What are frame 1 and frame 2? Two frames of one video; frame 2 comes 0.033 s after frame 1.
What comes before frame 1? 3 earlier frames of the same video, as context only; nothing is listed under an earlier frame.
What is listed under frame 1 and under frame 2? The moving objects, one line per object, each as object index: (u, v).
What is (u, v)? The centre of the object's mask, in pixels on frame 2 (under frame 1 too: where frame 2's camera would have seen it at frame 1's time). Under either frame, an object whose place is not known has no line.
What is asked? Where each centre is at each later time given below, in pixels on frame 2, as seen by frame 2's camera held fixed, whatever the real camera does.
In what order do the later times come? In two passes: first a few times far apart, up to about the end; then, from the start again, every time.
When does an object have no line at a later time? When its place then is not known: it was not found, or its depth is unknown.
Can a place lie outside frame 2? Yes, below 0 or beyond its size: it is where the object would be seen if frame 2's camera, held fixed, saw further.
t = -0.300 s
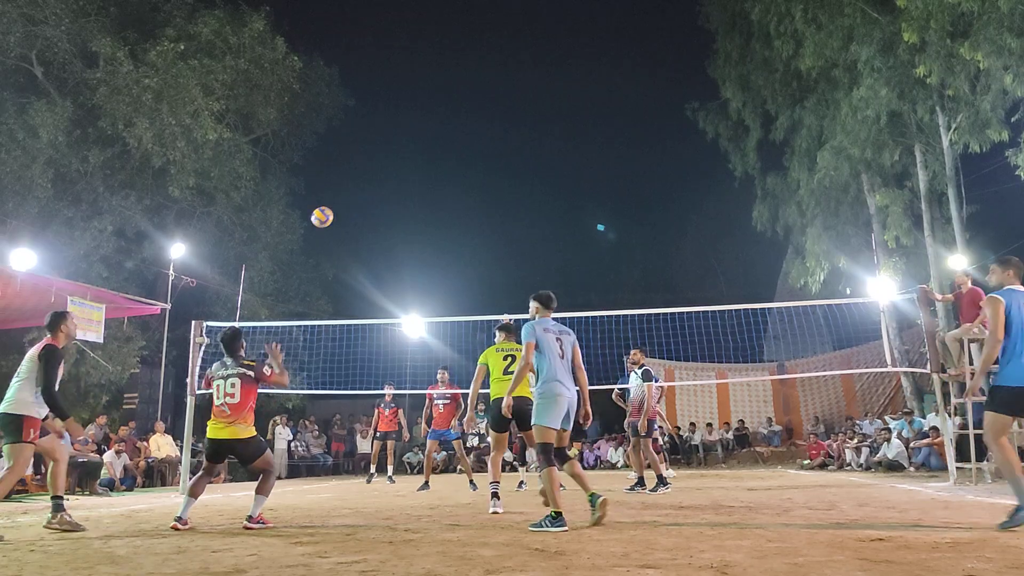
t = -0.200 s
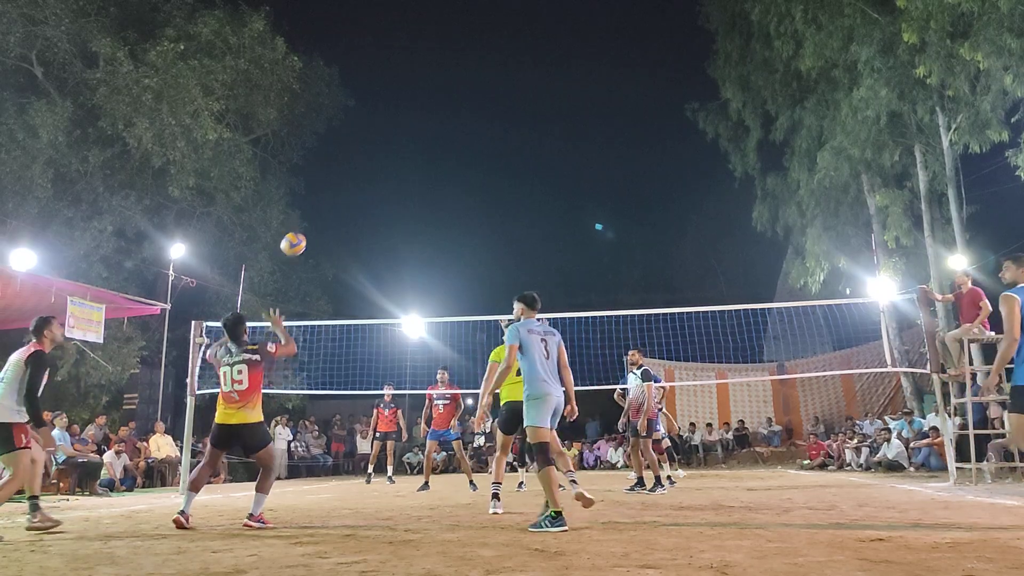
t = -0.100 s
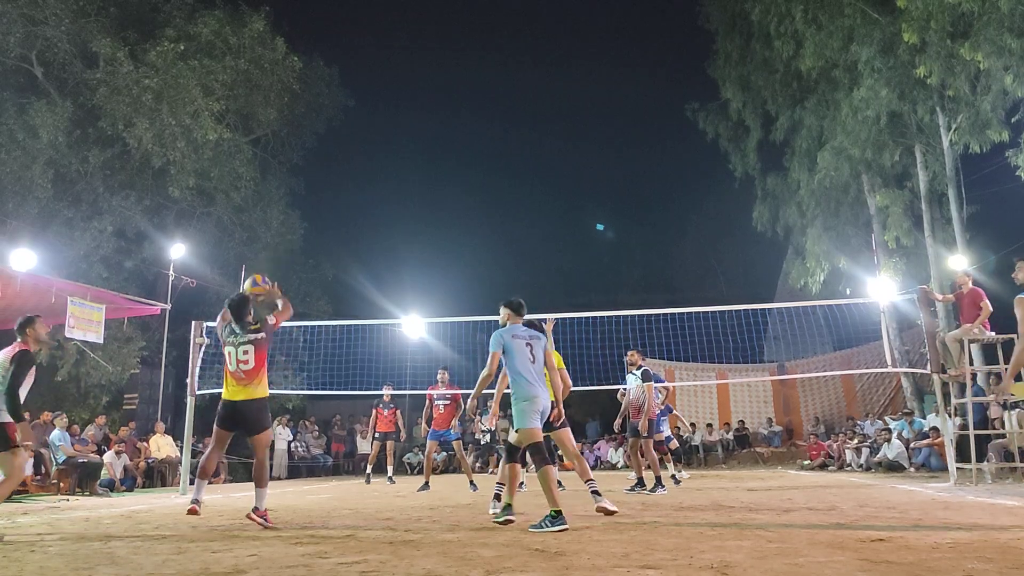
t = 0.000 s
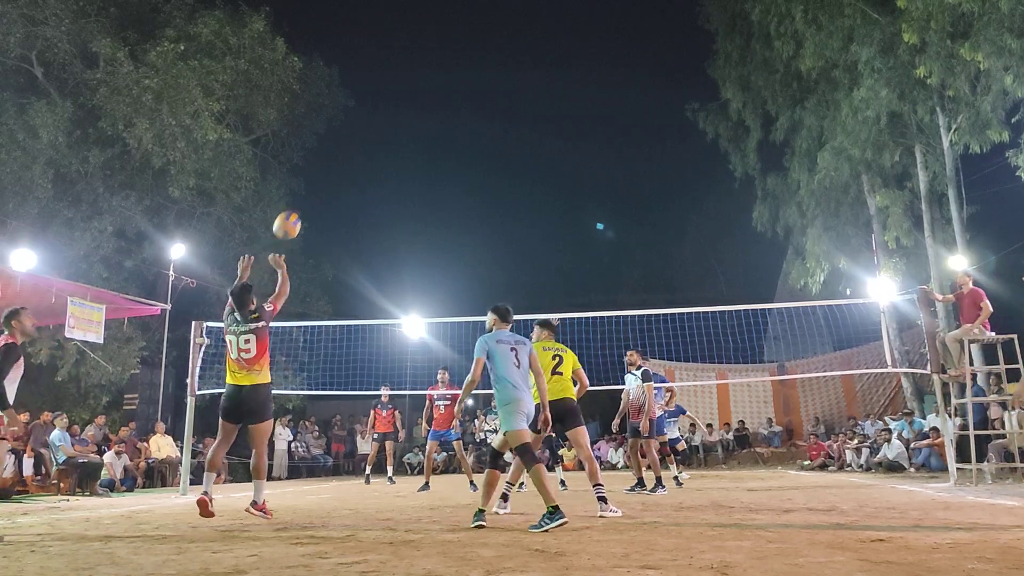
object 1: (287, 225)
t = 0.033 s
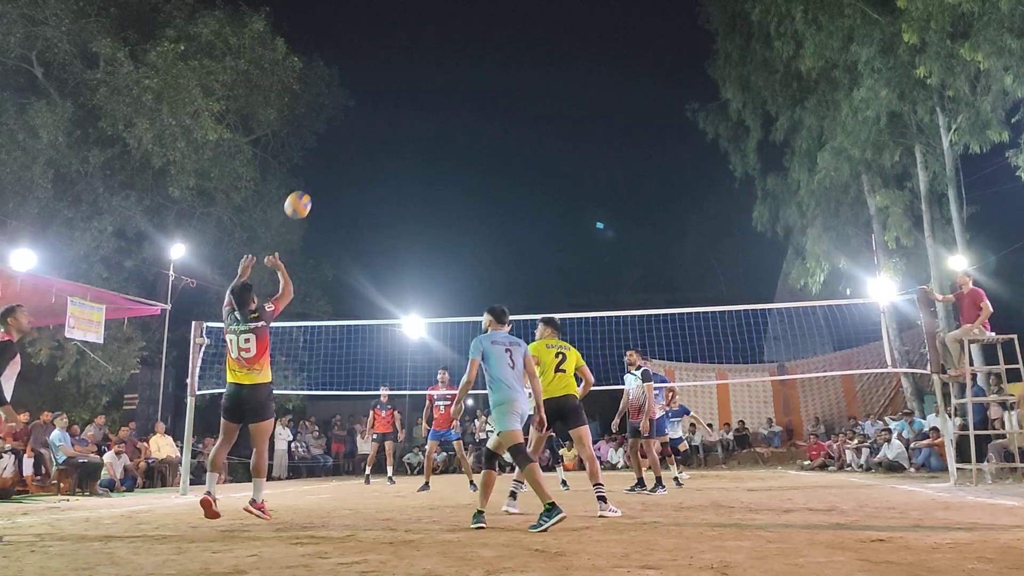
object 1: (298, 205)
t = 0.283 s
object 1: (367, 106)
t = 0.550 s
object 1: (425, 80)
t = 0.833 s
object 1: (475, 115)
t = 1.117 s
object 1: (517, 203)
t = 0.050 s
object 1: (303, 195)
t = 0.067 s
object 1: (308, 186)
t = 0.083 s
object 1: (313, 178)
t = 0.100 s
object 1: (318, 170)
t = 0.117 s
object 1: (323, 162)
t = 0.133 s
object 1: (328, 155)
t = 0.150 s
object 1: (332, 148)
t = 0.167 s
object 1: (337, 141)
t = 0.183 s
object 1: (342, 135)
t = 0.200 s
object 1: (346, 129)
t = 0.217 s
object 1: (350, 124)
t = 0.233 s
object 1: (355, 119)
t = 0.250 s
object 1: (359, 114)
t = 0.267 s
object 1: (363, 110)
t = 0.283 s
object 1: (367, 106)
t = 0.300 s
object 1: (371, 102)
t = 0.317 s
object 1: (375, 99)
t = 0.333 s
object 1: (379, 96)
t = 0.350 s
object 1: (383, 93)
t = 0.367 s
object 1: (387, 91)
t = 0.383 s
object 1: (391, 88)
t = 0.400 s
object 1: (394, 86)
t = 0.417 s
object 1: (398, 85)
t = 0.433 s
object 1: (401, 83)
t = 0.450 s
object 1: (405, 82)
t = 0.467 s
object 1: (409, 81)
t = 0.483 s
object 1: (412, 80)
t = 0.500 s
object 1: (415, 80)
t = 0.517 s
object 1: (419, 80)
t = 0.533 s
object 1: (422, 80)
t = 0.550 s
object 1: (425, 80)
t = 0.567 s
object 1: (428, 80)
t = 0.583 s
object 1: (431, 81)
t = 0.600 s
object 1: (434, 81)
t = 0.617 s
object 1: (438, 83)
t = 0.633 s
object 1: (441, 84)
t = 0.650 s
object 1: (444, 85)
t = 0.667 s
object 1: (447, 87)
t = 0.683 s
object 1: (450, 89)
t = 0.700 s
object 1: (453, 91)
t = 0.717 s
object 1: (456, 93)
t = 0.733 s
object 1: (459, 96)
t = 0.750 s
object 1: (461, 98)
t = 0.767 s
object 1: (464, 101)
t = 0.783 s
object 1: (467, 104)
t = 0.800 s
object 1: (470, 108)
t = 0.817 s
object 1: (473, 111)
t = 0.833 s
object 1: (475, 115)
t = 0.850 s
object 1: (478, 119)
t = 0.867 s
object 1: (480, 123)
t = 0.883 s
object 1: (483, 127)
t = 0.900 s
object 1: (486, 131)
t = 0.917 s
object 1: (488, 136)
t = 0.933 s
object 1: (491, 140)
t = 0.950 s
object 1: (493, 145)
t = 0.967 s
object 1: (496, 150)
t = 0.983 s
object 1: (498, 155)
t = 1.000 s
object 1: (501, 161)
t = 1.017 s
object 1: (503, 166)
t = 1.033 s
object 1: (505, 172)
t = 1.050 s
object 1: (508, 178)
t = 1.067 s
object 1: (510, 184)
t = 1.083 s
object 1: (512, 190)
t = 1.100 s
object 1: (514, 197)
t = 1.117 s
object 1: (517, 203)
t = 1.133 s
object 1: (519, 210)
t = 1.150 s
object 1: (521, 217)
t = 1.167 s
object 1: (523, 224)
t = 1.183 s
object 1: (525, 231)
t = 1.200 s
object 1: (527, 238)
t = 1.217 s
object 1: (529, 245)
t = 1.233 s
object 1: (531, 253)
